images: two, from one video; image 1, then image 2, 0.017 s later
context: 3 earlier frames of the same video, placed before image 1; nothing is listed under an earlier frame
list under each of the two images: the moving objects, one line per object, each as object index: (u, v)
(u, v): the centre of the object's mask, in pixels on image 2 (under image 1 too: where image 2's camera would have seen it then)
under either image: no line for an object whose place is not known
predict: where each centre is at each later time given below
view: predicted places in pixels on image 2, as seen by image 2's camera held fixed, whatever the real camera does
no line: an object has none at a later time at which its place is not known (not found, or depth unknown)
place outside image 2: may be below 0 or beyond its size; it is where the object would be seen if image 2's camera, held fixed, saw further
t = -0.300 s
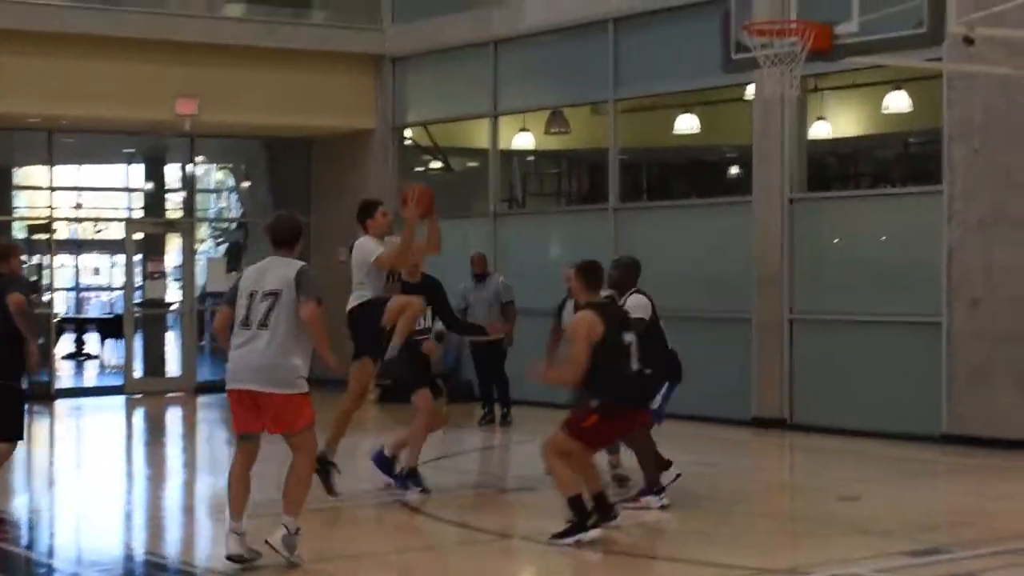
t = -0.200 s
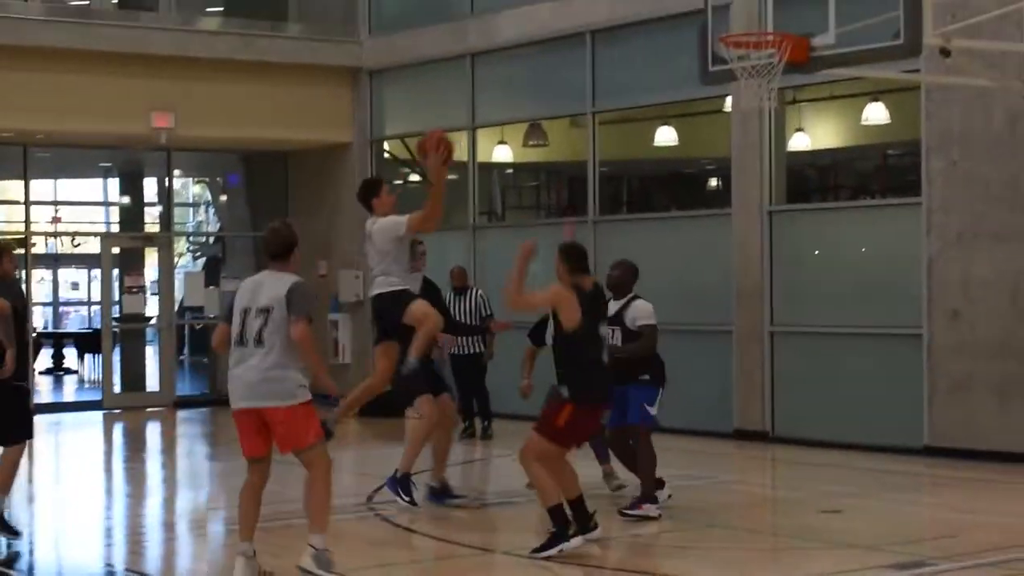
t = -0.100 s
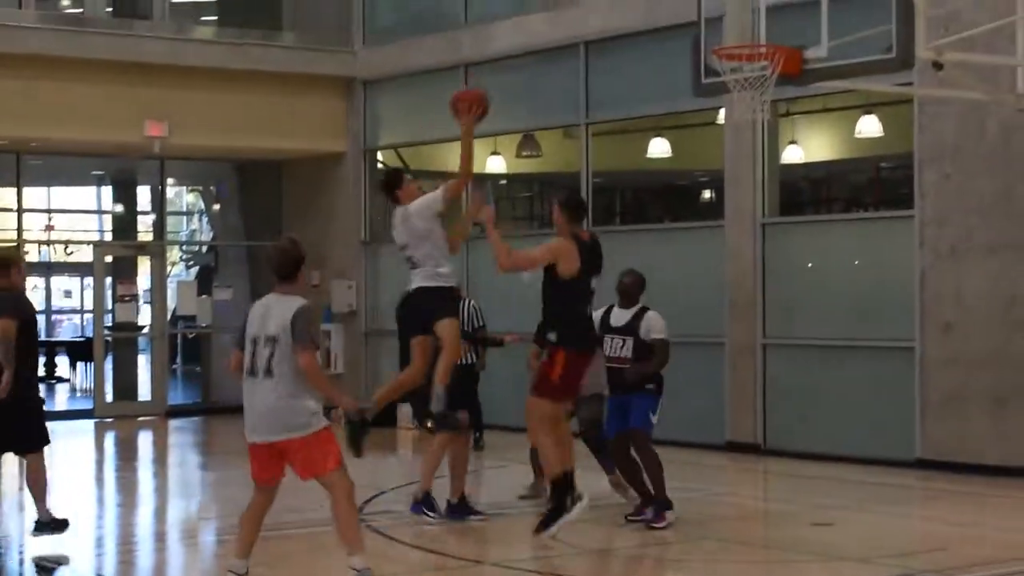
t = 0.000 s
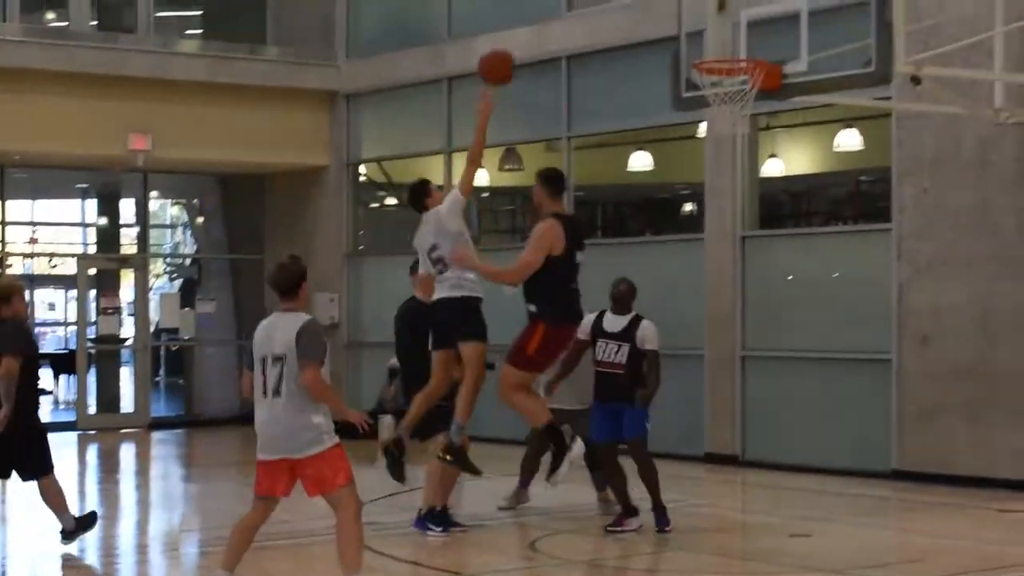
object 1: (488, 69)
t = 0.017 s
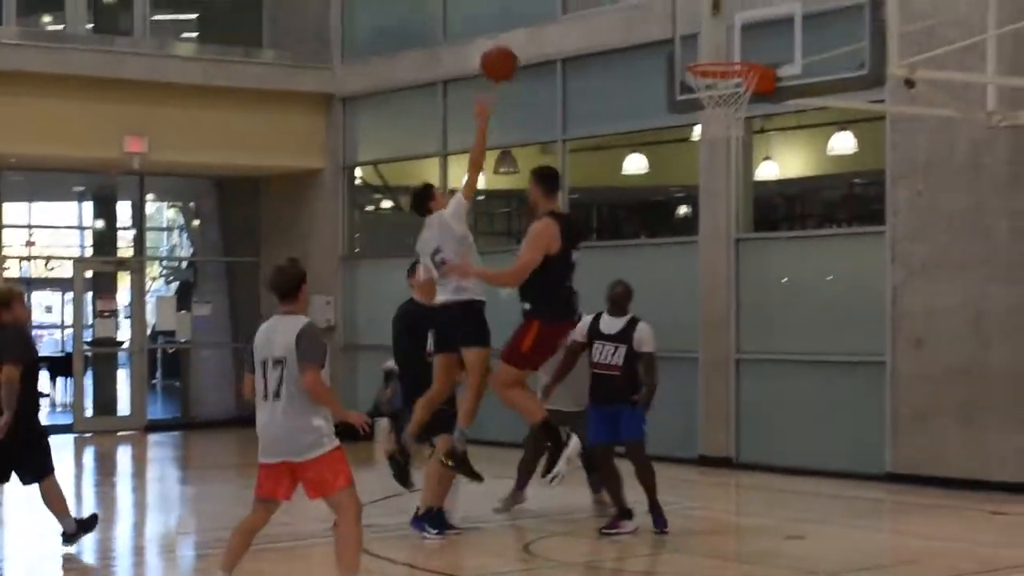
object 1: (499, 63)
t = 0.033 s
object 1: (509, 56)
